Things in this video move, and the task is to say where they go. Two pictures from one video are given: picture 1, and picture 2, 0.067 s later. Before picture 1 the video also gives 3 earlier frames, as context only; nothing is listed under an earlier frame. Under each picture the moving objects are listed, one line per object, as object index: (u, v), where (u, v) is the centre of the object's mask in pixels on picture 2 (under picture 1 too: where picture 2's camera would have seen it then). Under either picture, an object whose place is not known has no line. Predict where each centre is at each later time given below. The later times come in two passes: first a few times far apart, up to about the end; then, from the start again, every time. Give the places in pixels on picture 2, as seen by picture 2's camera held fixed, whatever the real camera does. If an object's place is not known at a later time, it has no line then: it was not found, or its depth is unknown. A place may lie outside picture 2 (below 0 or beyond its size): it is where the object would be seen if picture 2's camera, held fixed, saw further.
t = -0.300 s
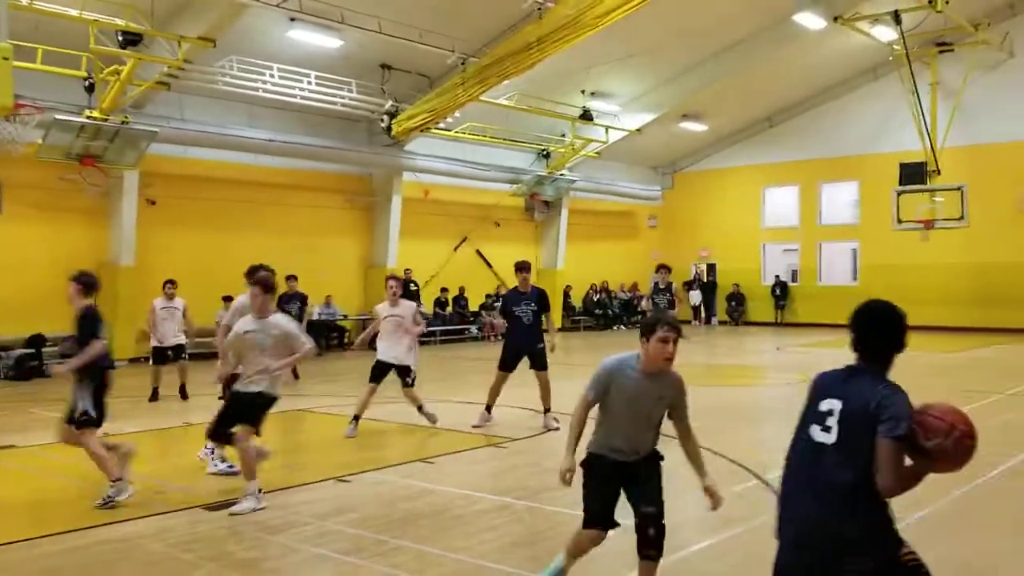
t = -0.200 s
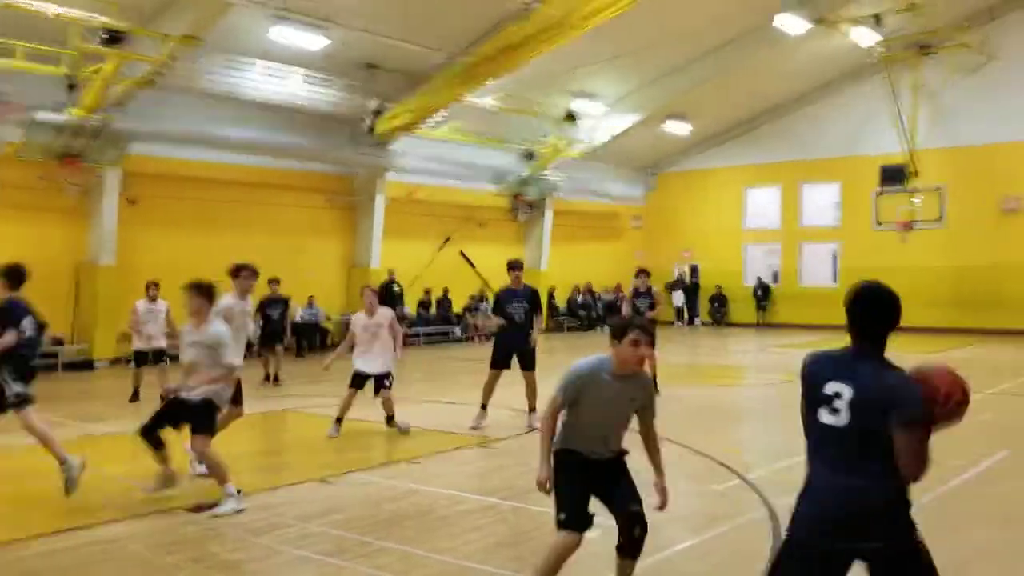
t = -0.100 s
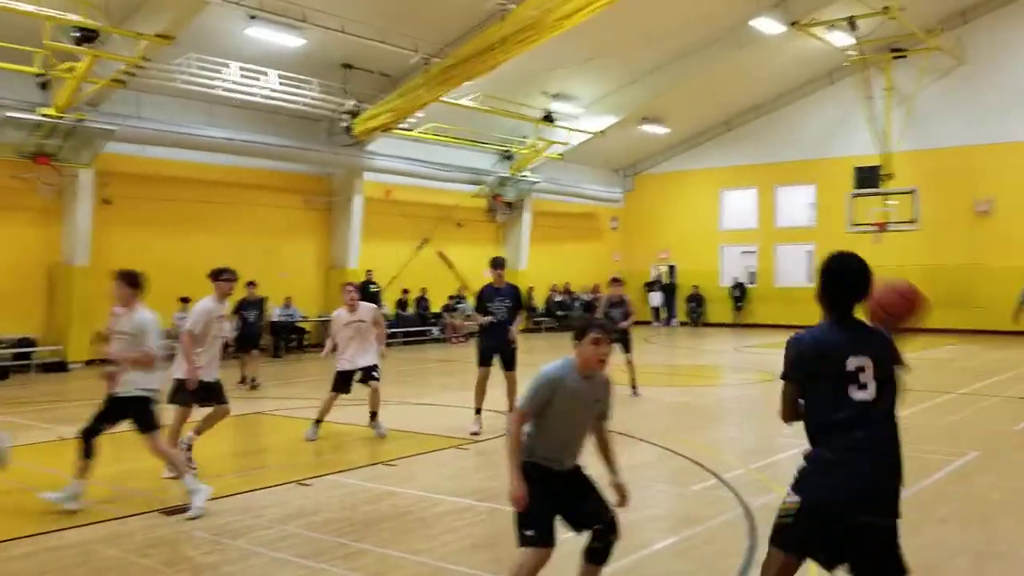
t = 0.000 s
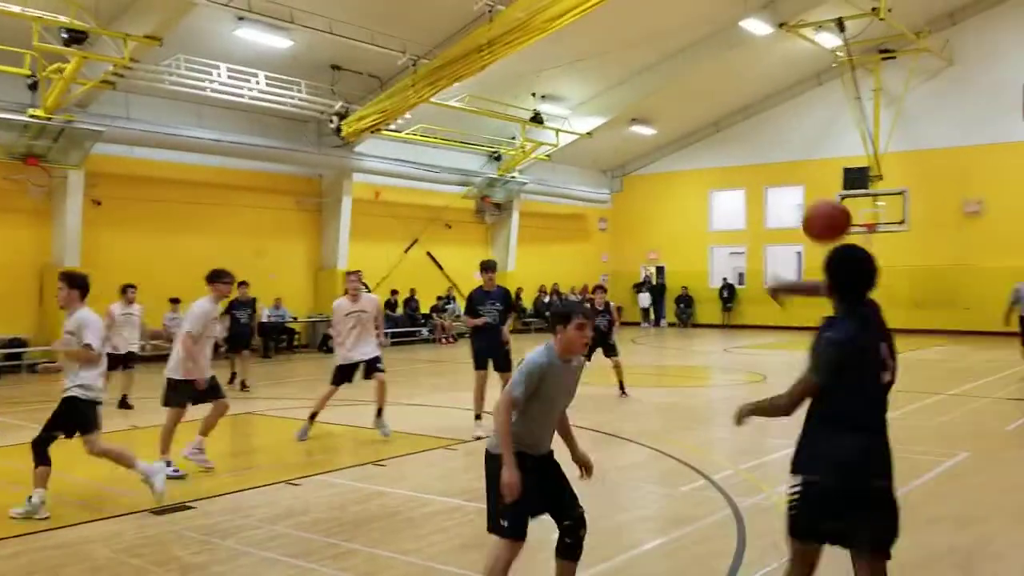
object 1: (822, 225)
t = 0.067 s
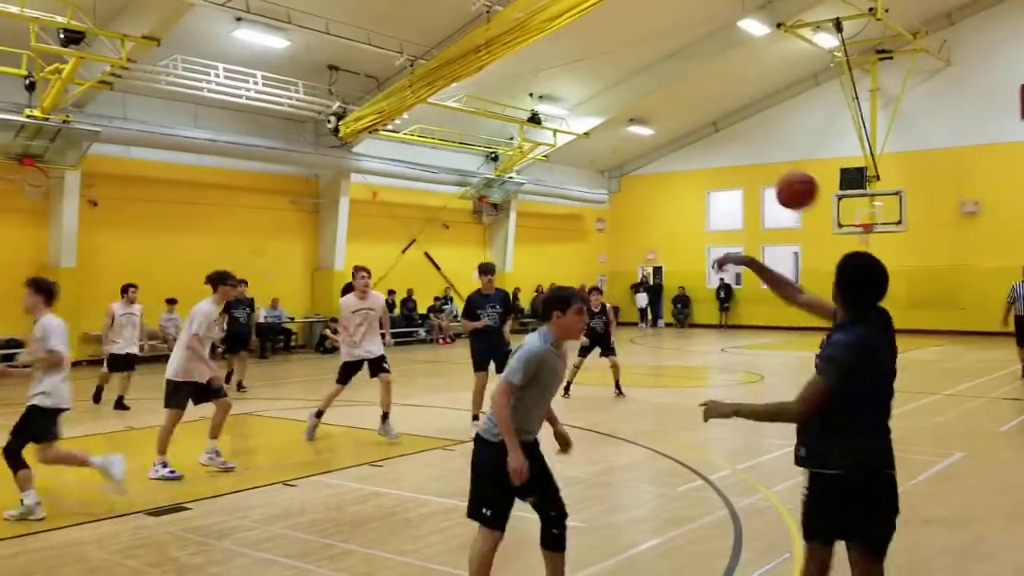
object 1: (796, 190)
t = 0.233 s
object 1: (755, 159)
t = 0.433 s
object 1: (724, 173)
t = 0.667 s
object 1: (704, 221)
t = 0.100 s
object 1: (786, 179)
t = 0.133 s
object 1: (777, 171)
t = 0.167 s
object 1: (769, 165)
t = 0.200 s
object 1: (761, 161)
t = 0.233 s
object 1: (755, 159)
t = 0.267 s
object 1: (749, 158)
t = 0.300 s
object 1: (742, 158)
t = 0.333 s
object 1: (737, 161)
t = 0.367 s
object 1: (732, 164)
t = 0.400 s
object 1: (728, 168)
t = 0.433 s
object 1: (724, 173)
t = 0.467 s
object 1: (720, 178)
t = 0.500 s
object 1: (717, 184)
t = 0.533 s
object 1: (714, 190)
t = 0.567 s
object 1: (711, 197)
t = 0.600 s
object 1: (709, 205)
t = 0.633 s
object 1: (706, 213)
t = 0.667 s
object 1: (704, 221)
